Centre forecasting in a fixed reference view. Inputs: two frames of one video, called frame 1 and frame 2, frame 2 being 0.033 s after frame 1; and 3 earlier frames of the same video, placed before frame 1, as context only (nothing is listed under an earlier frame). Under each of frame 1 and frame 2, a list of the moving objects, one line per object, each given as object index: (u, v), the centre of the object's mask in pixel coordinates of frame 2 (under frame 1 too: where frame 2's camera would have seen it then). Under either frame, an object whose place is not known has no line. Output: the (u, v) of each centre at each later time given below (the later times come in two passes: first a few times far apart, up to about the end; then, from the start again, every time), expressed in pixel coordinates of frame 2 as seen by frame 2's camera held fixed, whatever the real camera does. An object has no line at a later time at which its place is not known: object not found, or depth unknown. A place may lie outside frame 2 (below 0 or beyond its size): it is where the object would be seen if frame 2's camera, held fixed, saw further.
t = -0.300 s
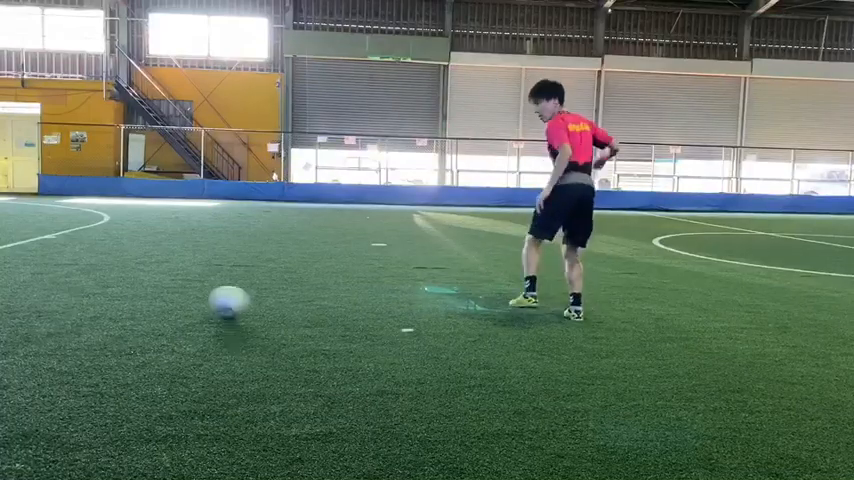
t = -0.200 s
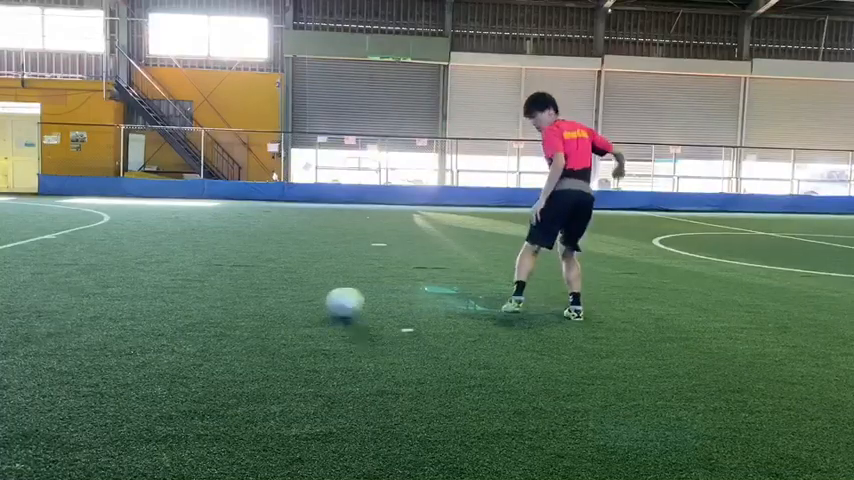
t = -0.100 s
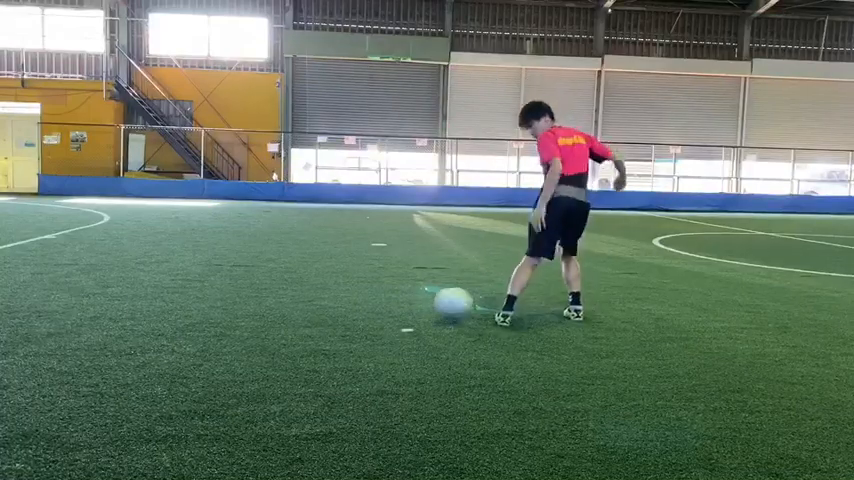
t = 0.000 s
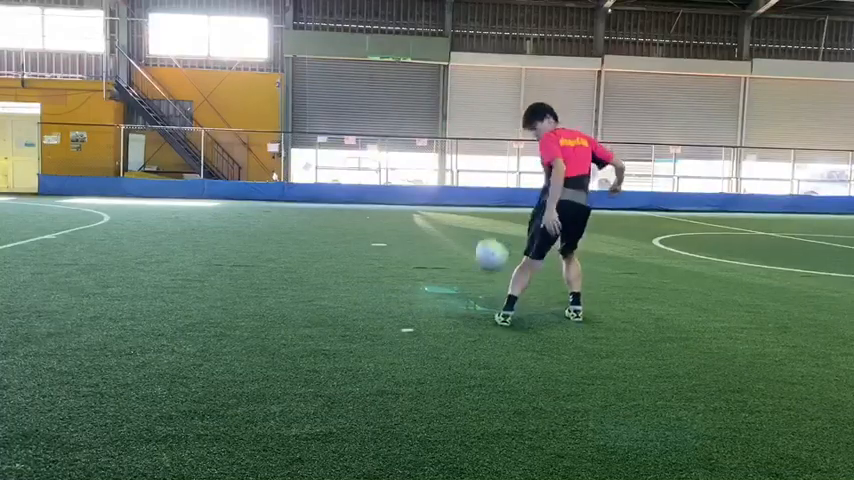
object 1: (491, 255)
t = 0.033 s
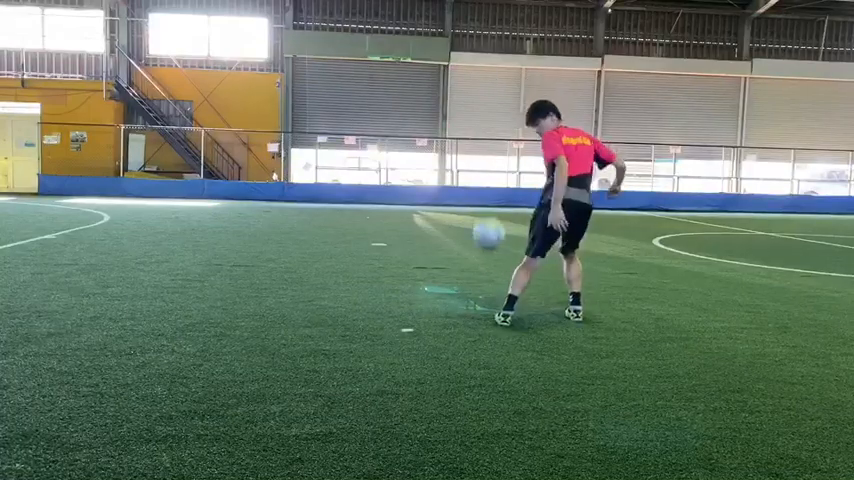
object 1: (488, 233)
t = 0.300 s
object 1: (475, 120)
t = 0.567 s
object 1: (456, 115)
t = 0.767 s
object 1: (440, 184)
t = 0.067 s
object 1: (485, 213)
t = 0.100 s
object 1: (485, 196)
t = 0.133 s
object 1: (484, 180)
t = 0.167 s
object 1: (482, 164)
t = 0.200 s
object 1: (480, 151)
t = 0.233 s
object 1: (478, 138)
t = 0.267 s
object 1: (476, 128)
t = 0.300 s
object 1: (475, 120)
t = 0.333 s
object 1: (473, 113)
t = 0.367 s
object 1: (470, 108)
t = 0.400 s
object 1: (468, 105)
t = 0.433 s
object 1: (466, 103)
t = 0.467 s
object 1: (465, 104)
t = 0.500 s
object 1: (462, 106)
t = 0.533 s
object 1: (458, 110)
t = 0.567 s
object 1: (456, 115)
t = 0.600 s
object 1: (453, 122)
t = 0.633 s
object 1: (451, 130)
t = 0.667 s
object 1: (448, 142)
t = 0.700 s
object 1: (445, 155)
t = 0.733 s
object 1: (442, 169)
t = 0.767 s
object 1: (440, 184)
